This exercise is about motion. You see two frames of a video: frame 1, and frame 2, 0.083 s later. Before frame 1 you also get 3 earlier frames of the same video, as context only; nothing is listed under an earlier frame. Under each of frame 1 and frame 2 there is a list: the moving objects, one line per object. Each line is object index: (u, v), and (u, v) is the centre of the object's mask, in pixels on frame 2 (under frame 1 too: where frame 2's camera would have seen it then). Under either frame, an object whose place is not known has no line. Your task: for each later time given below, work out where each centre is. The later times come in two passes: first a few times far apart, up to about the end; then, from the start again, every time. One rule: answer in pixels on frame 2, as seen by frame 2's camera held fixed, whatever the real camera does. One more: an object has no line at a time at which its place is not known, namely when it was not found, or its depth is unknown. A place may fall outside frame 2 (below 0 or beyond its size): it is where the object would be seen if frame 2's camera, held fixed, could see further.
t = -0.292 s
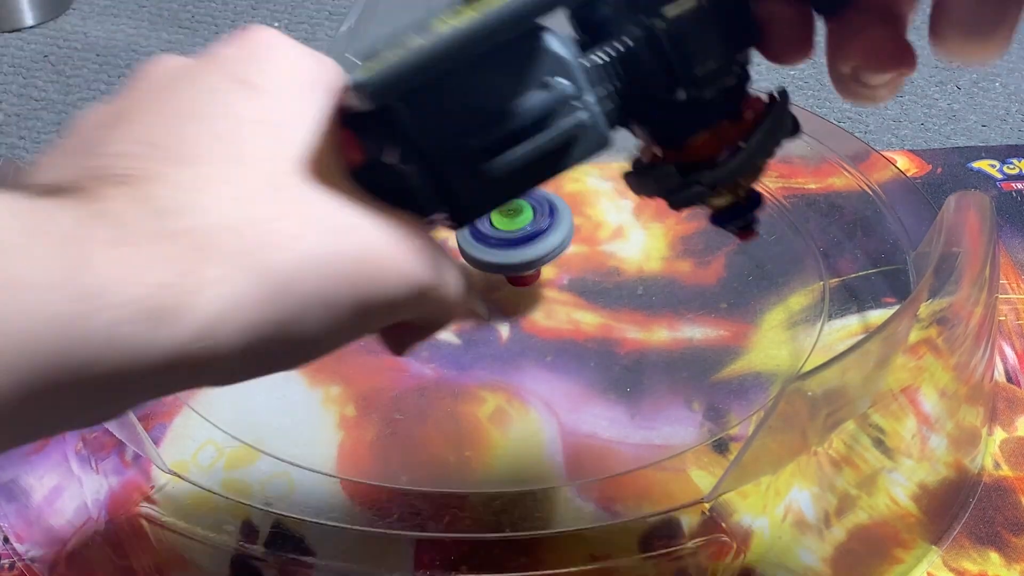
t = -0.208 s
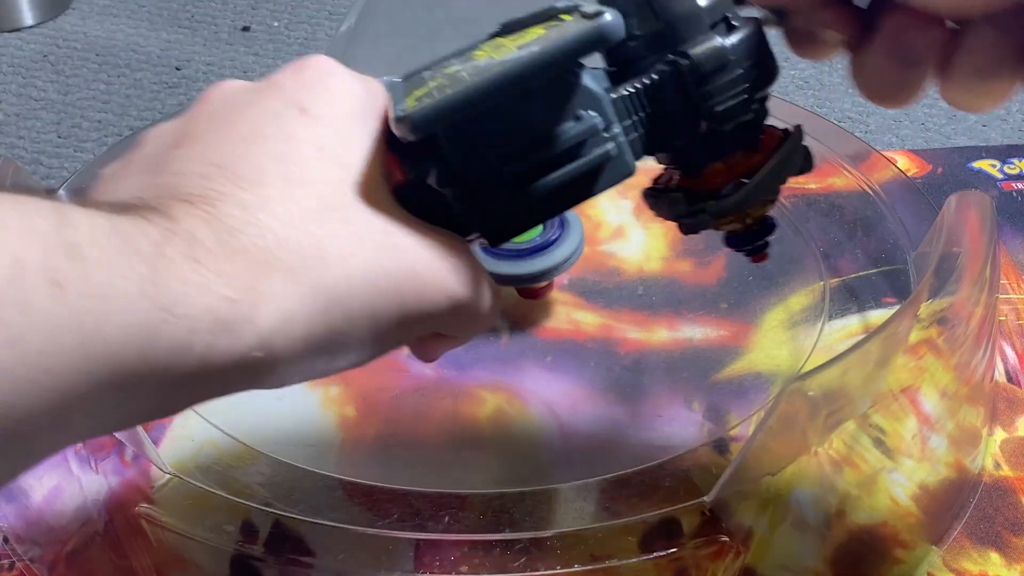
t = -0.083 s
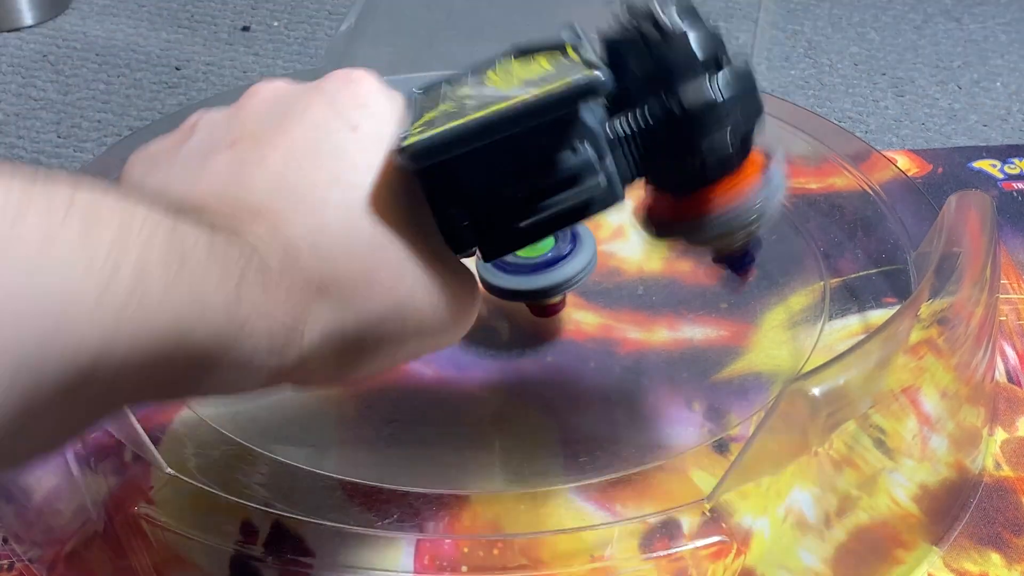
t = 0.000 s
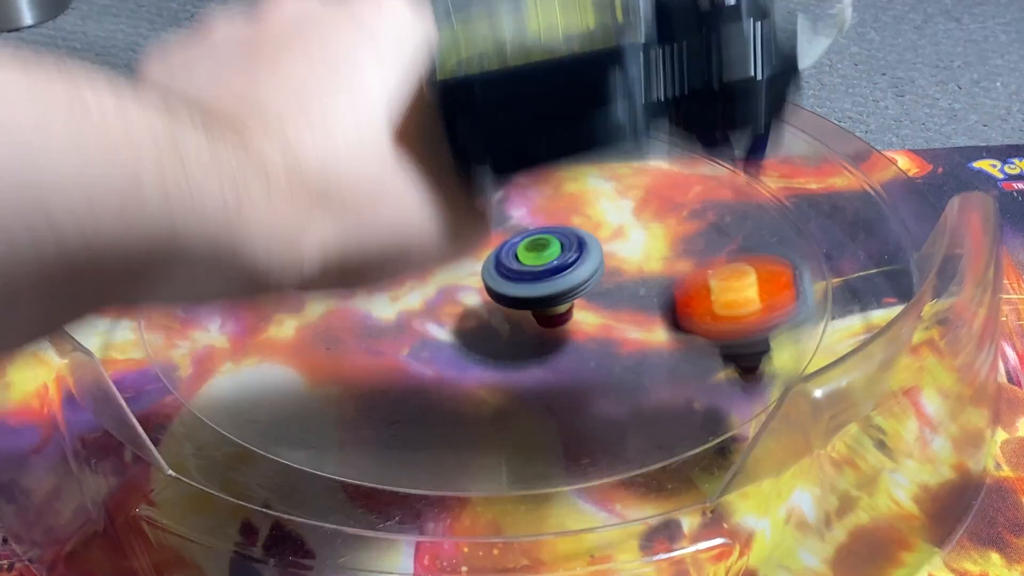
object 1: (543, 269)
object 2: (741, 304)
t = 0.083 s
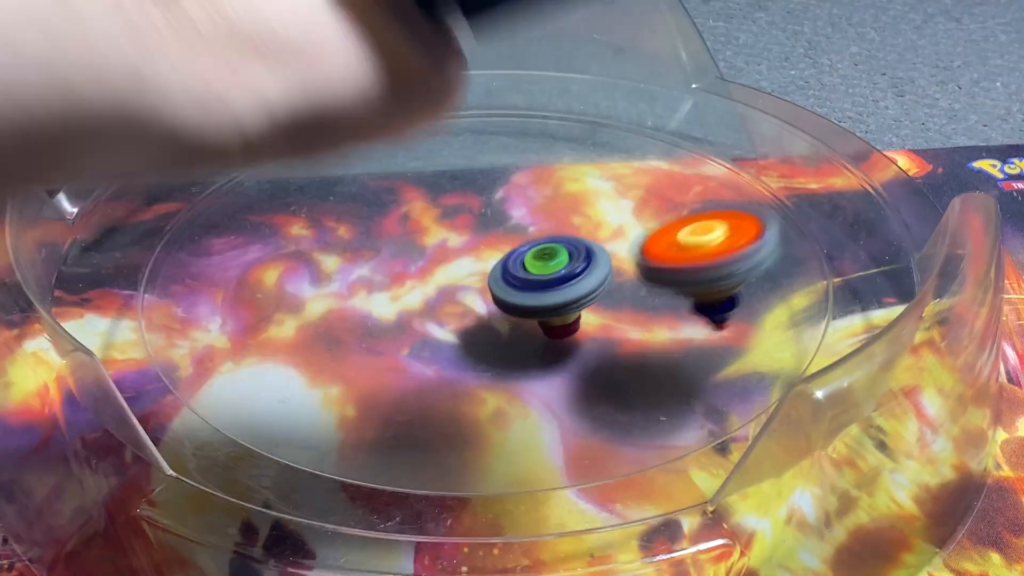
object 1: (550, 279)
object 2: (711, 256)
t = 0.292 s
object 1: (420, 282)
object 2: (568, 279)
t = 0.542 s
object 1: (162, 269)
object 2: (597, 358)
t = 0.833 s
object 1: (230, 300)
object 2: (550, 243)
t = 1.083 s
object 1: (303, 285)
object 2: (457, 127)
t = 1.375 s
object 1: (581, 171)
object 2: (376, 332)
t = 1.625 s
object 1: (568, 105)
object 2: (711, 212)
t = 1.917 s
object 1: (361, 117)
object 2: (460, 171)
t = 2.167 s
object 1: (366, 184)
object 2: (626, 315)
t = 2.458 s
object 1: (469, 282)
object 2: (620, 186)
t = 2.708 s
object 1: (584, 319)
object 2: (375, 327)
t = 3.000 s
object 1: (641, 276)
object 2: (667, 348)
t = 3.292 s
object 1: (478, 158)
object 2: (475, 325)
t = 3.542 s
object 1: (348, 156)
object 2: (347, 366)
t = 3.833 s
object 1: (337, 209)
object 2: (412, 271)
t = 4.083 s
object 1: (353, 218)
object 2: (472, 268)
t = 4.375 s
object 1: (376, 256)
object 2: (541, 163)
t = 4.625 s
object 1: (441, 294)
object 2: (439, 209)
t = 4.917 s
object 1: (531, 347)
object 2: (526, 215)
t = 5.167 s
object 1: (566, 337)
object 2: (530, 217)
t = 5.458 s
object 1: (558, 387)
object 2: (456, 181)
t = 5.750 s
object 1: (548, 357)
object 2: (351, 245)
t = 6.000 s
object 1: (577, 326)
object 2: (438, 225)
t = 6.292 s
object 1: (548, 257)
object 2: (395, 202)
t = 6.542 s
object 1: (584, 222)
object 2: (405, 243)
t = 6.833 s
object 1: (594, 191)
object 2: (510, 255)
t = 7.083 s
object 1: (570, 200)
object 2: (489, 257)
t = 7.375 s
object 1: (527, 229)
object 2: (504, 299)
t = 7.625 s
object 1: (491, 230)
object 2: (527, 333)
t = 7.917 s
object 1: (425, 225)
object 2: (482, 302)
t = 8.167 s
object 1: (393, 215)
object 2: (445, 296)
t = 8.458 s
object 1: (402, 215)
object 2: (497, 278)
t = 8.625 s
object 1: (397, 193)
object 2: (533, 260)
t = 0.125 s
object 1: (549, 284)
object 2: (688, 278)
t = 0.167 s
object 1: (511, 281)
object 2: (684, 268)
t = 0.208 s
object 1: (473, 275)
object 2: (676, 273)
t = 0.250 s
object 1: (445, 278)
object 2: (634, 275)
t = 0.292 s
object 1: (420, 282)
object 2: (568, 279)
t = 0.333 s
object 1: (366, 273)
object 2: (535, 293)
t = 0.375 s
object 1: (300, 271)
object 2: (518, 311)
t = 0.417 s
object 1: (249, 265)
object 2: (511, 330)
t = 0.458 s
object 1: (208, 265)
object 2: (524, 350)
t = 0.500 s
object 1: (177, 267)
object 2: (556, 360)
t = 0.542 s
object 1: (162, 269)
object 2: (597, 358)
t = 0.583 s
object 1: (172, 283)
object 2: (630, 346)
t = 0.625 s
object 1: (204, 296)
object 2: (637, 325)
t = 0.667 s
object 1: (240, 304)
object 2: (619, 306)
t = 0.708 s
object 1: (278, 310)
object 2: (579, 288)
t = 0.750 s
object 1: (318, 311)
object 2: (525, 278)
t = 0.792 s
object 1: (347, 310)
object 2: (476, 274)
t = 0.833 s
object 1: (230, 300)
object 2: (550, 243)
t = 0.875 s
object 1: (137, 280)
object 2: (600, 216)
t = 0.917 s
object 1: (102, 268)
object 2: (617, 191)
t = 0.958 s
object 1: (135, 274)
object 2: (604, 169)
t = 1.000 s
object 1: (184, 282)
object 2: (566, 148)
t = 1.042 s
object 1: (245, 288)
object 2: (518, 133)
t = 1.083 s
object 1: (303, 285)
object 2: (457, 127)
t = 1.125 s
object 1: (360, 277)
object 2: (395, 137)
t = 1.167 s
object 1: (412, 268)
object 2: (342, 155)
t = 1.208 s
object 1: (459, 253)
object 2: (300, 184)
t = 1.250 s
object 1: (498, 232)
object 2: (278, 220)
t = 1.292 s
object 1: (533, 212)
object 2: (280, 262)
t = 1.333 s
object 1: (560, 193)
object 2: (313, 303)
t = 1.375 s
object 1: (581, 171)
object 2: (376, 332)
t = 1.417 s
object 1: (596, 152)
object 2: (459, 348)
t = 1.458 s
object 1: (603, 135)
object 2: (543, 344)
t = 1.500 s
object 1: (603, 123)
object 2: (622, 325)
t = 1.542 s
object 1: (597, 114)
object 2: (680, 290)
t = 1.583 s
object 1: (586, 106)
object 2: (709, 251)
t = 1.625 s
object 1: (568, 105)
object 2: (711, 212)
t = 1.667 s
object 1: (548, 106)
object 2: (689, 172)
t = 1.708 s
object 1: (526, 111)
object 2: (643, 142)
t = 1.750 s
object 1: (495, 108)
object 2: (606, 125)
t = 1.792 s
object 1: (449, 107)
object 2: (575, 123)
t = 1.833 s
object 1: (410, 109)
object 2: (532, 128)
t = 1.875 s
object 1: (384, 115)
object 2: (487, 144)
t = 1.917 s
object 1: (361, 117)
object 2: (460, 171)
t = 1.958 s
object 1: (352, 123)
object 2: (442, 205)
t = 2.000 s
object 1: (349, 130)
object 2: (441, 242)
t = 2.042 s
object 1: (349, 143)
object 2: (461, 279)
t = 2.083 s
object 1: (352, 156)
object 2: (502, 302)
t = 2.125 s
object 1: (358, 170)
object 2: (564, 315)
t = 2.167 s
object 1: (366, 184)
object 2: (626, 315)
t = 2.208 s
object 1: (376, 198)
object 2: (689, 300)
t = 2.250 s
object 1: (386, 213)
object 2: (734, 274)
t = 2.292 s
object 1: (400, 229)
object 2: (755, 248)
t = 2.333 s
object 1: (415, 243)
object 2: (749, 222)
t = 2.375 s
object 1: (432, 257)
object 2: (723, 200)
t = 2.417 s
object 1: (450, 271)
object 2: (678, 187)
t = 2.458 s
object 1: (469, 282)
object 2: (620, 186)
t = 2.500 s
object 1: (491, 292)
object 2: (561, 194)
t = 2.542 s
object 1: (510, 300)
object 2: (503, 208)
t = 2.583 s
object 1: (532, 307)
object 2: (447, 236)
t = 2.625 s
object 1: (552, 312)
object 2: (409, 264)
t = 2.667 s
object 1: (569, 316)
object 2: (384, 294)
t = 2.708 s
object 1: (584, 319)
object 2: (375, 327)
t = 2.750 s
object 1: (599, 321)
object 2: (390, 355)
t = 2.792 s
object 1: (610, 322)
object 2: (428, 378)
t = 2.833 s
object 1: (618, 324)
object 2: (488, 390)
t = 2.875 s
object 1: (629, 318)
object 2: (557, 390)
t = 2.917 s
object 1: (637, 306)
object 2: (608, 380)
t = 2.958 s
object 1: (641, 291)
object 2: (645, 367)
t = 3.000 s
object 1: (641, 276)
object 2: (667, 348)
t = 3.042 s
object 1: (633, 263)
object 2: (666, 329)
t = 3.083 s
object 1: (615, 233)
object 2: (653, 326)
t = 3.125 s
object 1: (591, 206)
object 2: (628, 324)
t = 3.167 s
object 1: (561, 184)
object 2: (595, 323)
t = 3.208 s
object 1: (533, 173)
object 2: (558, 323)
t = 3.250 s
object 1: (504, 165)
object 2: (516, 322)
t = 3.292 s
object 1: (478, 158)
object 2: (475, 325)
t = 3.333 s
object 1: (447, 149)
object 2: (437, 329)
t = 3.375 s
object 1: (420, 145)
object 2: (403, 336)
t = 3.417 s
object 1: (397, 146)
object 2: (373, 344)
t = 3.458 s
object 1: (377, 146)
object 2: (354, 353)
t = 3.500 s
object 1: (360, 150)
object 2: (344, 360)
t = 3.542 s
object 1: (348, 156)
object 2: (347, 366)
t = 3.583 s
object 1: (339, 162)
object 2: (361, 368)
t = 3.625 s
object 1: (332, 169)
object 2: (381, 364)
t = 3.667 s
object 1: (329, 177)
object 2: (399, 355)
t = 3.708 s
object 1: (330, 184)
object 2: (415, 339)
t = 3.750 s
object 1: (331, 193)
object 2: (424, 319)
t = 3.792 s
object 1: (335, 202)
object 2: (422, 293)
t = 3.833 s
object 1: (337, 209)
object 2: (412, 271)
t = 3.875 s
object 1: (334, 205)
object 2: (415, 267)
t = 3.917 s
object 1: (335, 204)
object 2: (414, 263)
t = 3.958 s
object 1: (337, 204)
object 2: (421, 265)
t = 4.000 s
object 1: (342, 207)
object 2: (431, 269)
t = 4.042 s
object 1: (347, 213)
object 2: (450, 270)
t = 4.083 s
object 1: (353, 218)
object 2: (472, 268)
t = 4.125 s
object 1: (361, 224)
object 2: (496, 262)
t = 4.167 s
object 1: (372, 230)
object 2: (513, 248)
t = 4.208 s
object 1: (385, 236)
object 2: (516, 231)
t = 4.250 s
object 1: (375, 241)
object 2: (532, 212)
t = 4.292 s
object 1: (368, 244)
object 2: (546, 195)
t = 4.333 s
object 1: (370, 250)
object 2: (549, 178)
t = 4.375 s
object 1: (376, 256)
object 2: (541, 163)
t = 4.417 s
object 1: (385, 263)
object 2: (524, 154)
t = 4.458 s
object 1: (394, 269)
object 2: (501, 153)
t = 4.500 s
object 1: (405, 275)
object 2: (477, 160)
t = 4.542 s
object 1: (416, 280)
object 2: (455, 176)
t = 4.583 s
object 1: (428, 285)
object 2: (442, 195)
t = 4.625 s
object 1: (441, 294)
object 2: (439, 209)
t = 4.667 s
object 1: (450, 307)
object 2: (447, 217)
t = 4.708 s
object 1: (461, 323)
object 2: (461, 219)
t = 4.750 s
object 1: (474, 332)
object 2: (474, 221)
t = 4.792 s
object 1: (489, 339)
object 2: (488, 221)
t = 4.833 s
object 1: (504, 343)
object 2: (502, 219)
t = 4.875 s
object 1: (518, 345)
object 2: (515, 217)
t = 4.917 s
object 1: (531, 347)
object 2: (526, 215)
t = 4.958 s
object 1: (542, 348)
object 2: (535, 212)
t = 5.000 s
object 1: (551, 347)
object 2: (540, 210)
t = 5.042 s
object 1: (557, 345)
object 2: (542, 208)
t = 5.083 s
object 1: (562, 343)
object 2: (540, 209)
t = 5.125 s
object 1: (565, 346)
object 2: (536, 211)
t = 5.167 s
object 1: (566, 337)
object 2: (530, 217)
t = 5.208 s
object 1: (567, 339)
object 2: (525, 225)
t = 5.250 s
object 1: (565, 335)
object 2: (521, 234)
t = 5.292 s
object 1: (562, 329)
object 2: (519, 243)
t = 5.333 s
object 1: (559, 335)
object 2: (516, 241)
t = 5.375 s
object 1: (562, 364)
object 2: (503, 214)
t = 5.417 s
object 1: (560, 381)
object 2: (482, 195)
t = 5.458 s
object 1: (558, 387)
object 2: (456, 181)
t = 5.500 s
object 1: (559, 386)
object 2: (428, 172)
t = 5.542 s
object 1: (560, 384)
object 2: (396, 170)
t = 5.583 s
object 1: (560, 379)
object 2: (369, 174)
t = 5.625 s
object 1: (559, 374)
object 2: (347, 186)
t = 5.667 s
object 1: (557, 369)
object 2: (335, 204)
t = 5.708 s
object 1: (555, 364)
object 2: (336, 224)
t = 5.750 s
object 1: (548, 357)
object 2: (351, 245)
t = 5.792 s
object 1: (540, 348)
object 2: (379, 266)
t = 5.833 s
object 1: (530, 339)
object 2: (418, 279)
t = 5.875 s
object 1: (554, 340)
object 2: (429, 270)
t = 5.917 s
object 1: (572, 337)
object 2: (436, 254)
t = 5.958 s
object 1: (576, 337)
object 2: (439, 239)
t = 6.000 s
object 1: (577, 326)
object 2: (438, 225)
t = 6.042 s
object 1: (576, 320)
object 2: (433, 211)
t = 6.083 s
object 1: (575, 307)
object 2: (425, 200)
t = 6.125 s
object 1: (571, 300)
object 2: (415, 193)
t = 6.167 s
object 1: (566, 287)
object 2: (406, 189)
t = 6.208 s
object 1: (561, 279)
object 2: (397, 189)
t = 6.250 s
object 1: (555, 266)
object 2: (393, 194)
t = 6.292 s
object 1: (548, 257)
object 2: (395, 202)
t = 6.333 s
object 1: (539, 245)
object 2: (404, 212)
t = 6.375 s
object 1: (546, 238)
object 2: (406, 217)
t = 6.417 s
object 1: (572, 236)
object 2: (394, 222)
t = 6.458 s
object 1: (582, 233)
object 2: (391, 228)
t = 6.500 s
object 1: (585, 228)
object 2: (394, 235)
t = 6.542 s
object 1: (584, 222)
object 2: (405, 243)
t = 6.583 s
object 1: (584, 217)
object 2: (422, 249)
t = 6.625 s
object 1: (582, 212)
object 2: (445, 255)
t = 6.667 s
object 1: (580, 209)
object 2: (469, 257)
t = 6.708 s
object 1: (580, 205)
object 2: (494, 257)
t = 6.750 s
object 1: (589, 198)
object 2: (501, 258)
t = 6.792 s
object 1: (593, 194)
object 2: (506, 258)
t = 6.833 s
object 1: (594, 191)
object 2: (510, 255)
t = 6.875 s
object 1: (592, 190)
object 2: (513, 253)
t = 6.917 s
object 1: (589, 190)
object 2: (513, 252)
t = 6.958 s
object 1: (585, 191)
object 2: (510, 251)
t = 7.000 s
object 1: (581, 193)
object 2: (505, 251)
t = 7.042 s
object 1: (576, 194)
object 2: (497, 253)
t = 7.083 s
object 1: (570, 200)
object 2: (489, 257)
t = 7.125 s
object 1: (564, 202)
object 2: (485, 263)
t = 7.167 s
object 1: (557, 207)
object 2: (490, 269)
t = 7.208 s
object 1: (554, 212)
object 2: (490, 279)
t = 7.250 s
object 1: (550, 215)
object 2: (491, 287)
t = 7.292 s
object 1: (544, 219)
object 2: (495, 293)
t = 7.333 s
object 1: (536, 224)
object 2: (498, 297)
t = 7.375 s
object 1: (527, 229)
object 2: (504, 299)
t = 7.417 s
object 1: (523, 226)
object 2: (504, 309)
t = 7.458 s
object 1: (521, 223)
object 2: (506, 320)
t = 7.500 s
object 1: (516, 223)
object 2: (511, 329)
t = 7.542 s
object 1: (509, 222)
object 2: (516, 334)
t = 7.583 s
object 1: (500, 224)
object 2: (522, 335)
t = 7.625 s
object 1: (491, 230)
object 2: (527, 333)
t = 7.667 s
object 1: (481, 232)
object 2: (528, 327)
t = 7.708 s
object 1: (472, 234)
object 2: (526, 319)
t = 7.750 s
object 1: (463, 235)
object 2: (516, 309)
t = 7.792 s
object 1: (453, 235)
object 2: (504, 299)
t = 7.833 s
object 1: (442, 230)
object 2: (498, 301)
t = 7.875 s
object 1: (433, 226)
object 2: (489, 302)
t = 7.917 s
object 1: (425, 225)
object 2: (482, 302)
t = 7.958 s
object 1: (417, 224)
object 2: (473, 300)
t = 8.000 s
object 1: (410, 223)
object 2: (463, 297)
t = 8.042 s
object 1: (405, 221)
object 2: (455, 293)
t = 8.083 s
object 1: (400, 221)
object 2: (448, 290)
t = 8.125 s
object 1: (396, 219)
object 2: (442, 289)
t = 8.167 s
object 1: (393, 215)
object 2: (445, 296)
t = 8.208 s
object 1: (392, 213)
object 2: (449, 301)
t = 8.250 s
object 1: (391, 212)
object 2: (457, 304)
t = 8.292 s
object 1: (391, 211)
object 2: (468, 304)
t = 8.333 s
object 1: (393, 210)
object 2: (479, 301)
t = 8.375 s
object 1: (395, 212)
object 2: (486, 296)
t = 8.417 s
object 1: (398, 213)
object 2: (493, 288)
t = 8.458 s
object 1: (402, 215)
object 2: (497, 278)
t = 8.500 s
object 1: (406, 215)
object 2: (498, 267)
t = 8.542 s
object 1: (401, 205)
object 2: (511, 265)
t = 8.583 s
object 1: (396, 195)
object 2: (525, 264)
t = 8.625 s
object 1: (397, 193)
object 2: (533, 260)
